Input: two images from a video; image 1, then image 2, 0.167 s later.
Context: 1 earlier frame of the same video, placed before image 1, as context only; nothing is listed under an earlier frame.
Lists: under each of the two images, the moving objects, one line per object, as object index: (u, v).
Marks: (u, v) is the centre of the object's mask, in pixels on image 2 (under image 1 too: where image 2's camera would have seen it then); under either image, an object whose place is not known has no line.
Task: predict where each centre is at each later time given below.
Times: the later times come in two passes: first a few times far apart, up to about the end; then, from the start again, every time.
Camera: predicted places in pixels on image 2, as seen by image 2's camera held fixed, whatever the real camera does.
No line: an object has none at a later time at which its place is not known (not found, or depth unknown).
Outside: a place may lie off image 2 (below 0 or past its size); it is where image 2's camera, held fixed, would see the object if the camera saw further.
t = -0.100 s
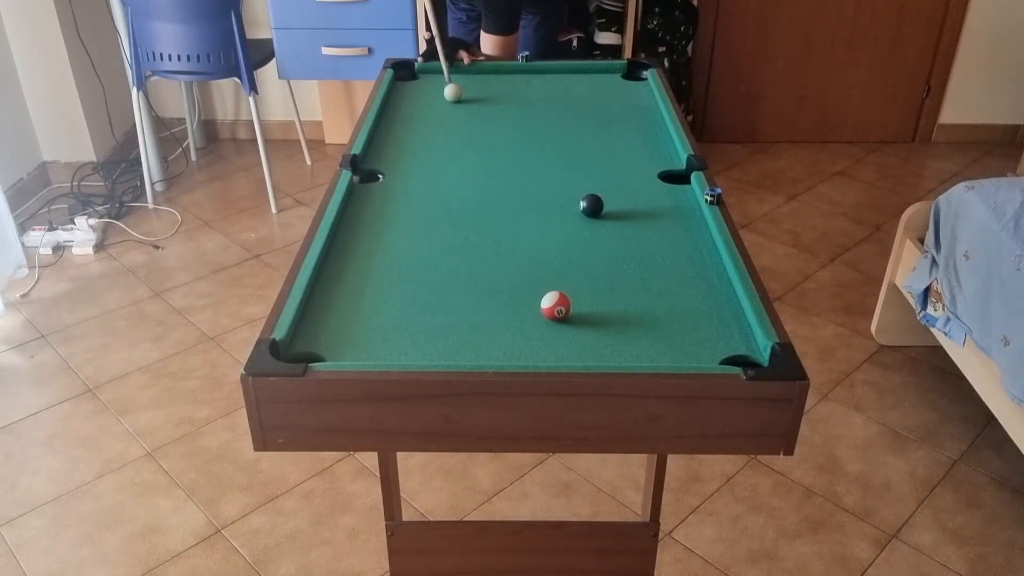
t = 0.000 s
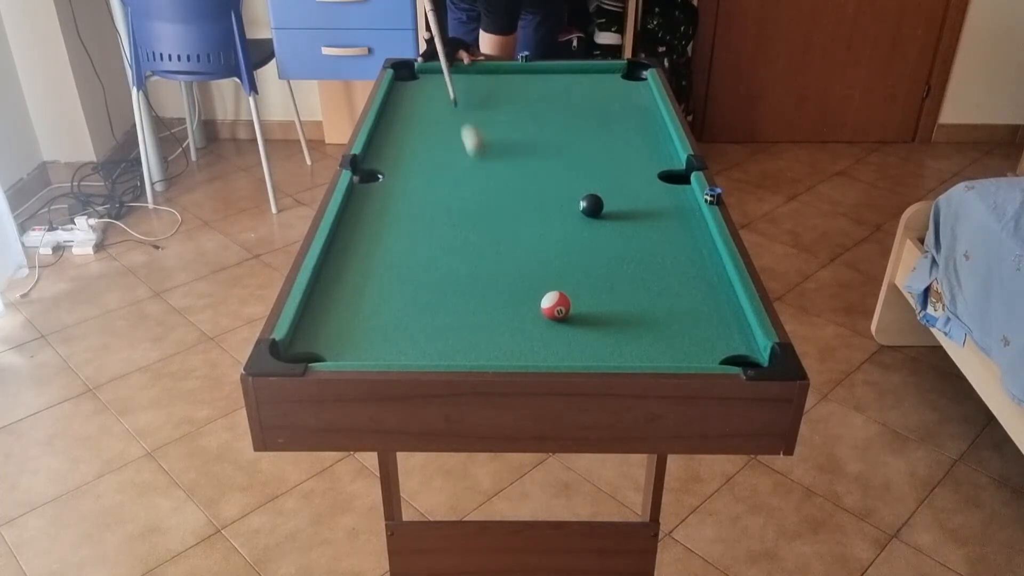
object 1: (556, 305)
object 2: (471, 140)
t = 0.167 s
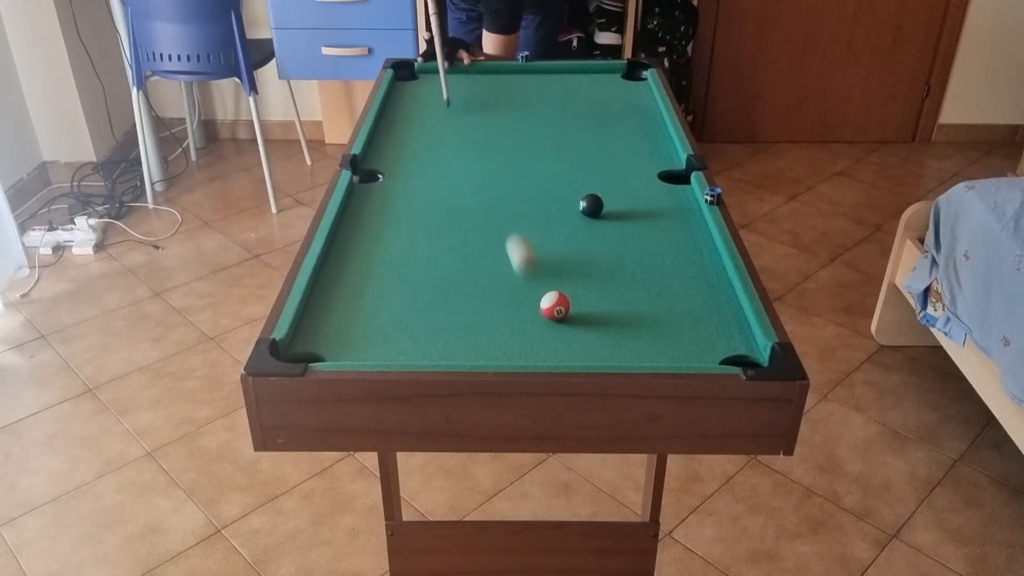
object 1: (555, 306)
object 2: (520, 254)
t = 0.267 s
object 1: (604, 341)
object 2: (510, 307)
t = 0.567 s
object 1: (715, 267)
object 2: (412, 313)
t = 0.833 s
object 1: (652, 214)
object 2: (355, 269)
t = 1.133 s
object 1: (601, 168)
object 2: (362, 233)
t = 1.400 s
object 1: (566, 138)
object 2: (396, 209)
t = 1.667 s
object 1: (537, 112)
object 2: (425, 190)
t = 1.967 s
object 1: (508, 89)
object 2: (451, 172)
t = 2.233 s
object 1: (486, 73)
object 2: (470, 159)
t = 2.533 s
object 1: (466, 74)
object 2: (486, 148)
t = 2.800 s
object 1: (449, 79)
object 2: (497, 140)
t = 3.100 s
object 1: (432, 83)
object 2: (504, 134)
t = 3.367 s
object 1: (418, 87)
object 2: (507, 130)
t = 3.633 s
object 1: (407, 89)
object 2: (509, 129)
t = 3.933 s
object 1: (397, 90)
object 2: (509, 128)
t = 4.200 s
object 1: (398, 90)
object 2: (509, 128)
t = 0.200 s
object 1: (555, 306)
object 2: (530, 280)
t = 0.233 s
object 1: (572, 317)
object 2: (526, 297)
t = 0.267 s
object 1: (604, 341)
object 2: (510, 307)
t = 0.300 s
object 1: (632, 350)
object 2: (496, 317)
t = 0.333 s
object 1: (647, 337)
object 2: (483, 329)
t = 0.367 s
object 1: (659, 325)
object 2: (471, 343)
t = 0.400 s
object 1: (670, 314)
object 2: (459, 349)
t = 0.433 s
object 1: (681, 304)
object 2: (447, 339)
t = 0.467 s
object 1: (691, 294)
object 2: (438, 332)
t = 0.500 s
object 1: (700, 285)
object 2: (429, 325)
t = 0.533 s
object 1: (708, 277)
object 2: (420, 319)
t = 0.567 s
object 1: (715, 267)
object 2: (412, 313)
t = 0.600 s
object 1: (705, 260)
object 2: (404, 307)
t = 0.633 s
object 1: (695, 253)
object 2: (397, 301)
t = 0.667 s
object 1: (687, 246)
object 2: (389, 295)
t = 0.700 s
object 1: (680, 238)
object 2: (382, 290)
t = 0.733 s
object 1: (673, 232)
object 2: (375, 285)
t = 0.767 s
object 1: (665, 226)
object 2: (368, 279)
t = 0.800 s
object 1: (658, 220)
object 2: (361, 274)
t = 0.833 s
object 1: (652, 214)
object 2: (355, 269)
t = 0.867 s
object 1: (646, 209)
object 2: (348, 264)
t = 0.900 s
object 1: (641, 203)
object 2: (343, 259)
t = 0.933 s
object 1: (633, 197)
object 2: (337, 254)
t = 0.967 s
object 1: (628, 192)
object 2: (337, 250)
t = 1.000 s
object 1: (622, 187)
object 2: (343, 247)
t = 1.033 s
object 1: (617, 182)
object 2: (348, 243)
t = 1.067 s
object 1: (611, 178)
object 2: (353, 240)
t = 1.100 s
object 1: (607, 173)
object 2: (357, 236)
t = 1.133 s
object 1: (601, 168)
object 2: (362, 233)
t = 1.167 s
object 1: (596, 164)
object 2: (366, 230)
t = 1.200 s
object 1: (592, 160)
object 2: (371, 227)
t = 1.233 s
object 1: (587, 156)
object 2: (376, 224)
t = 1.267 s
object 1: (583, 152)
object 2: (380, 221)
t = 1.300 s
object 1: (579, 148)
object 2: (385, 218)
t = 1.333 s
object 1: (573, 145)
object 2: (389, 215)
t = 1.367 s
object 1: (570, 141)
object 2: (392, 212)
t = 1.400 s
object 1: (566, 138)
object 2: (396, 209)
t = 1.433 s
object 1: (562, 134)
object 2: (400, 207)
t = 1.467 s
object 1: (558, 130)
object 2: (404, 204)
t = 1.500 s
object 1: (554, 127)
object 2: (408, 201)
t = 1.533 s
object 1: (550, 124)
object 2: (411, 199)
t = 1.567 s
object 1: (547, 121)
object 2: (415, 196)
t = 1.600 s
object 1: (544, 118)
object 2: (418, 194)
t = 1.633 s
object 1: (540, 115)
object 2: (422, 192)
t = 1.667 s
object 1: (537, 112)
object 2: (425, 190)
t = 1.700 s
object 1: (533, 109)
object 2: (428, 187)
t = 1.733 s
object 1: (530, 106)
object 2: (431, 185)
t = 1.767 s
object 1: (526, 104)
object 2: (434, 183)
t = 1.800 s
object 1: (523, 102)
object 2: (437, 181)
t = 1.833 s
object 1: (520, 99)
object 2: (440, 179)
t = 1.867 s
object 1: (517, 97)
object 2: (443, 177)
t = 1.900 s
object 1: (514, 94)
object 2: (446, 175)
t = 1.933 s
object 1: (511, 91)
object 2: (448, 174)
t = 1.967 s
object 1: (508, 89)
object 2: (451, 172)
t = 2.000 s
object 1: (505, 87)
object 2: (454, 170)
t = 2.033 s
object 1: (502, 85)
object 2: (456, 169)
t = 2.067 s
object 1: (500, 83)
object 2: (458, 167)
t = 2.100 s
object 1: (497, 81)
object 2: (461, 165)
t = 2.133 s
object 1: (495, 79)
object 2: (463, 164)
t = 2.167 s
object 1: (492, 77)
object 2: (466, 162)
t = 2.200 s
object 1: (489, 75)
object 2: (468, 161)
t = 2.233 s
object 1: (486, 73)
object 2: (470, 159)
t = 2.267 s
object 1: (484, 71)
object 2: (472, 158)
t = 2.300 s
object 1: (482, 69)
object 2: (474, 157)
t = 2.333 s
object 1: (479, 69)
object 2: (476, 155)
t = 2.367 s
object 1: (477, 70)
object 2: (478, 154)
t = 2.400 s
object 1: (475, 71)
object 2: (480, 153)
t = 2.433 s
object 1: (472, 71)
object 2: (481, 152)
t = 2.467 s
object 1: (470, 72)
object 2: (483, 150)
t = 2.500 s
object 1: (468, 73)
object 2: (485, 149)
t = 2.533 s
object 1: (466, 74)
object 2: (486, 148)
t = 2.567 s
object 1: (464, 74)
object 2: (488, 147)
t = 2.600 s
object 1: (462, 75)
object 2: (489, 146)
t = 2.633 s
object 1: (459, 76)
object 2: (490, 145)
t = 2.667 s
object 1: (458, 76)
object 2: (491, 143)
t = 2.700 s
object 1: (455, 77)
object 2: (493, 143)
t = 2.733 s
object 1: (453, 78)
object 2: (494, 142)
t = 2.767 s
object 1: (451, 78)
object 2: (495, 141)
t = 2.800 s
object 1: (449, 79)
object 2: (497, 140)
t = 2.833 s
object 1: (447, 79)
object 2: (497, 139)
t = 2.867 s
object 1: (445, 80)
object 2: (498, 138)
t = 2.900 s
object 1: (443, 80)
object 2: (499, 137)
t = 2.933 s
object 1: (441, 81)
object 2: (500, 136)
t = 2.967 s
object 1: (439, 81)
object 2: (501, 136)
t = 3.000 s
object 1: (437, 82)
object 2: (502, 135)
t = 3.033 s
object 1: (435, 82)
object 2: (502, 135)
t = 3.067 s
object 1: (433, 83)
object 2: (503, 134)
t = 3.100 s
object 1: (432, 83)
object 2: (504, 134)
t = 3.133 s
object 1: (430, 84)
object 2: (504, 133)
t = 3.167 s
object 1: (428, 84)
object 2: (505, 133)
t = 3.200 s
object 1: (426, 85)
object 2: (505, 132)
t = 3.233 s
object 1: (425, 85)
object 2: (506, 131)
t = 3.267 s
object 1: (423, 86)
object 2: (506, 131)
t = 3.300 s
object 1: (421, 86)
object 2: (507, 131)
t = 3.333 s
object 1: (420, 86)
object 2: (507, 130)
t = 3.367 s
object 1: (418, 87)
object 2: (507, 130)
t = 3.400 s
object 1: (417, 87)
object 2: (508, 130)
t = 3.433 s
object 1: (416, 87)
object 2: (508, 129)
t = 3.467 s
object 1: (414, 88)
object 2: (508, 129)
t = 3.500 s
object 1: (413, 88)
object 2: (508, 129)
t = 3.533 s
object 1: (411, 88)
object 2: (508, 129)
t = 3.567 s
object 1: (410, 88)
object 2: (508, 129)
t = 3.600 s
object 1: (408, 88)
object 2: (509, 129)
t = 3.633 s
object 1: (407, 89)
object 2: (509, 129)
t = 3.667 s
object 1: (406, 89)
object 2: (509, 129)
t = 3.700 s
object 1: (405, 89)
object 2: (509, 129)
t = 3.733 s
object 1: (403, 89)
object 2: (509, 128)
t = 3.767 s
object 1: (402, 89)
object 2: (509, 128)
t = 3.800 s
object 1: (401, 90)
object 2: (509, 128)
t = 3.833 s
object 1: (400, 90)
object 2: (509, 128)
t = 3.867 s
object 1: (399, 90)
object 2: (509, 128)
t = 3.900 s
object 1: (398, 90)
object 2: (509, 128)
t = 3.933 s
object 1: (397, 90)
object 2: (509, 128)
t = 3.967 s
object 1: (396, 90)
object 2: (509, 128)
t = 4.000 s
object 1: (396, 90)
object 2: (509, 128)
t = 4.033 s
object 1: (397, 90)
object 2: (509, 128)
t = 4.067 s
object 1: (397, 90)
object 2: (509, 128)
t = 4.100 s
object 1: (398, 90)
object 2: (509, 128)
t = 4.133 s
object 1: (398, 90)
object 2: (509, 128)
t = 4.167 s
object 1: (398, 90)
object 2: (509, 128)
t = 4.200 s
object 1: (398, 90)
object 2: (509, 128)
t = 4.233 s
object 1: (398, 90)
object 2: (509, 128)
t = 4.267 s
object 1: (398, 90)
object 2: (509, 128)
